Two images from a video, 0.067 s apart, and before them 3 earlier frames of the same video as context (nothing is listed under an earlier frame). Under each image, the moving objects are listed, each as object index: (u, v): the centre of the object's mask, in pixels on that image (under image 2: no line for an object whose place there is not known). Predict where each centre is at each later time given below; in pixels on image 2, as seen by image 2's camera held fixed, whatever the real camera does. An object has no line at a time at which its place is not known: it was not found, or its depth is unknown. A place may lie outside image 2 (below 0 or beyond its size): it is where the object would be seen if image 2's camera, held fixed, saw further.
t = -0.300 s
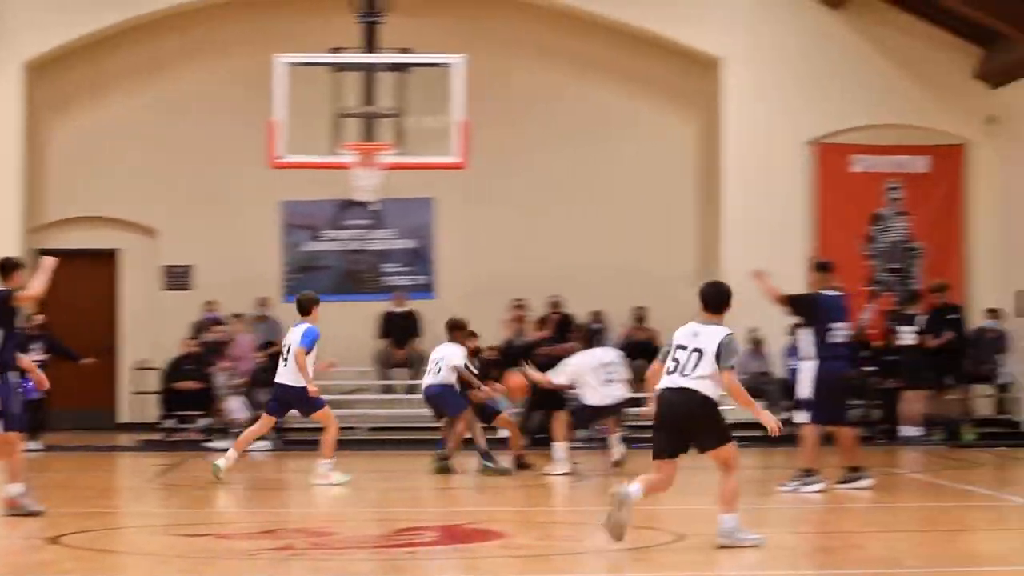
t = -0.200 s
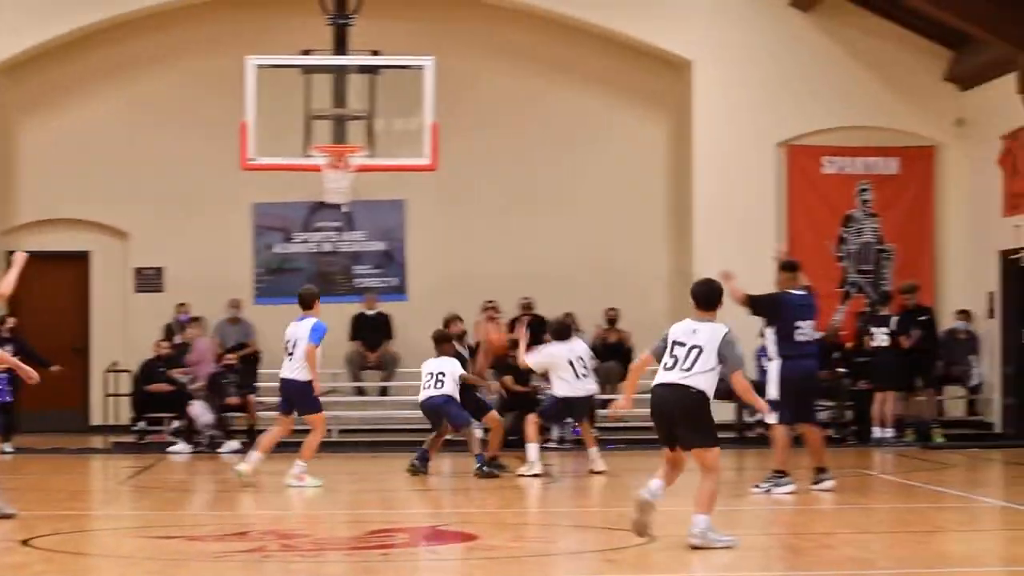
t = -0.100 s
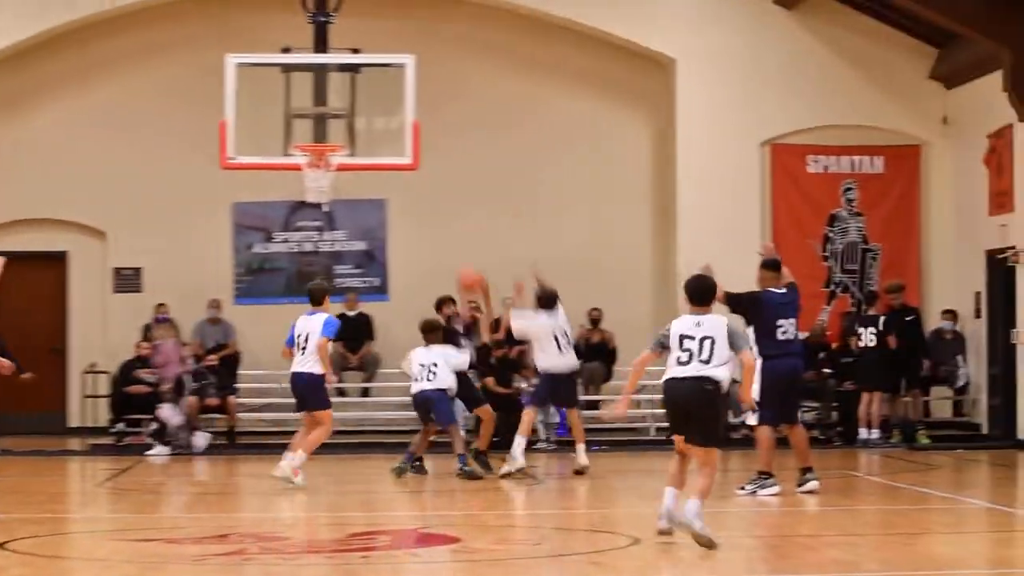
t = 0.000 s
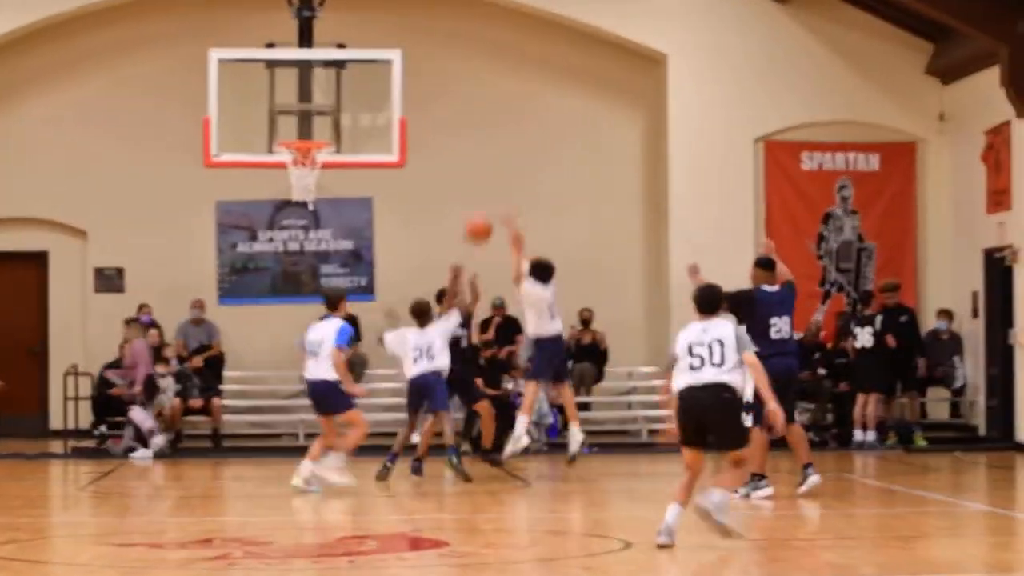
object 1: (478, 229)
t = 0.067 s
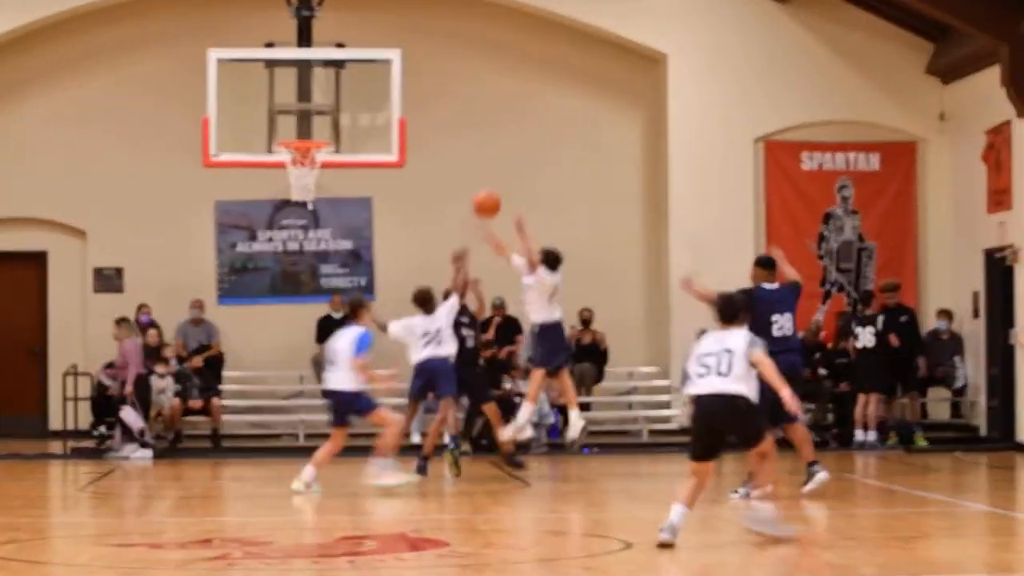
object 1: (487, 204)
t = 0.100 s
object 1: (488, 195)
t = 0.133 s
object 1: (490, 185)
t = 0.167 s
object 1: (492, 178)
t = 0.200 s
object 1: (493, 173)
